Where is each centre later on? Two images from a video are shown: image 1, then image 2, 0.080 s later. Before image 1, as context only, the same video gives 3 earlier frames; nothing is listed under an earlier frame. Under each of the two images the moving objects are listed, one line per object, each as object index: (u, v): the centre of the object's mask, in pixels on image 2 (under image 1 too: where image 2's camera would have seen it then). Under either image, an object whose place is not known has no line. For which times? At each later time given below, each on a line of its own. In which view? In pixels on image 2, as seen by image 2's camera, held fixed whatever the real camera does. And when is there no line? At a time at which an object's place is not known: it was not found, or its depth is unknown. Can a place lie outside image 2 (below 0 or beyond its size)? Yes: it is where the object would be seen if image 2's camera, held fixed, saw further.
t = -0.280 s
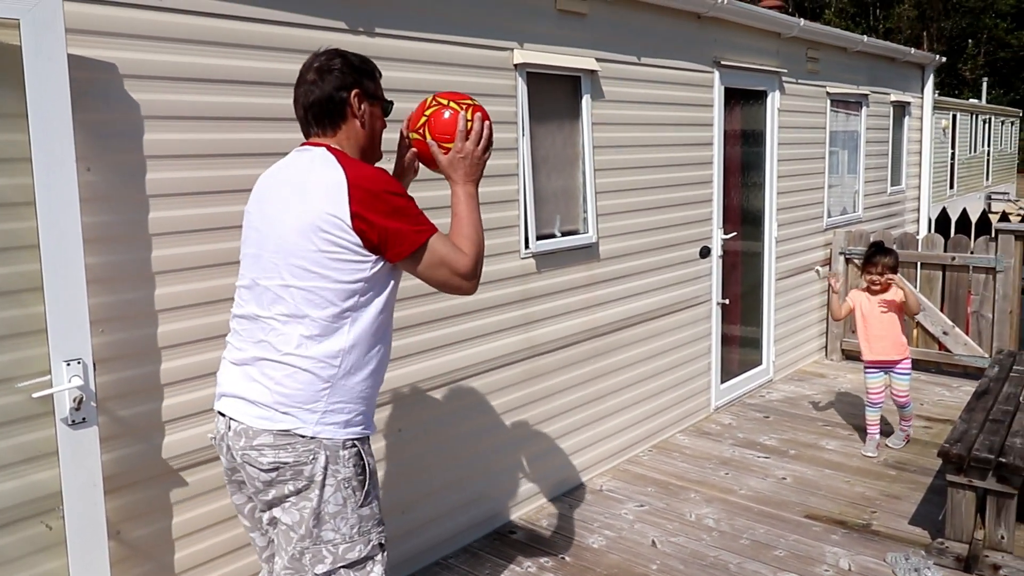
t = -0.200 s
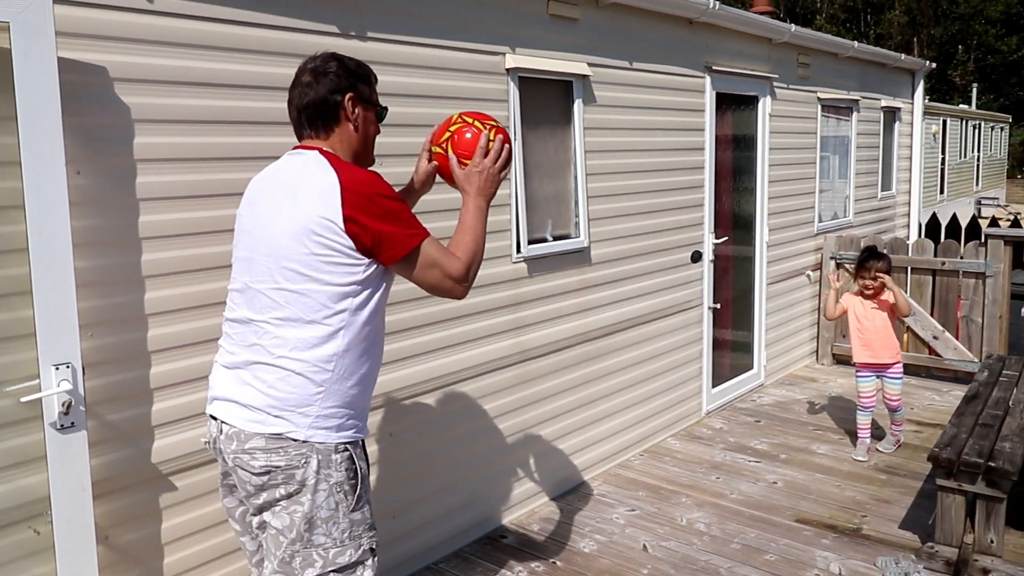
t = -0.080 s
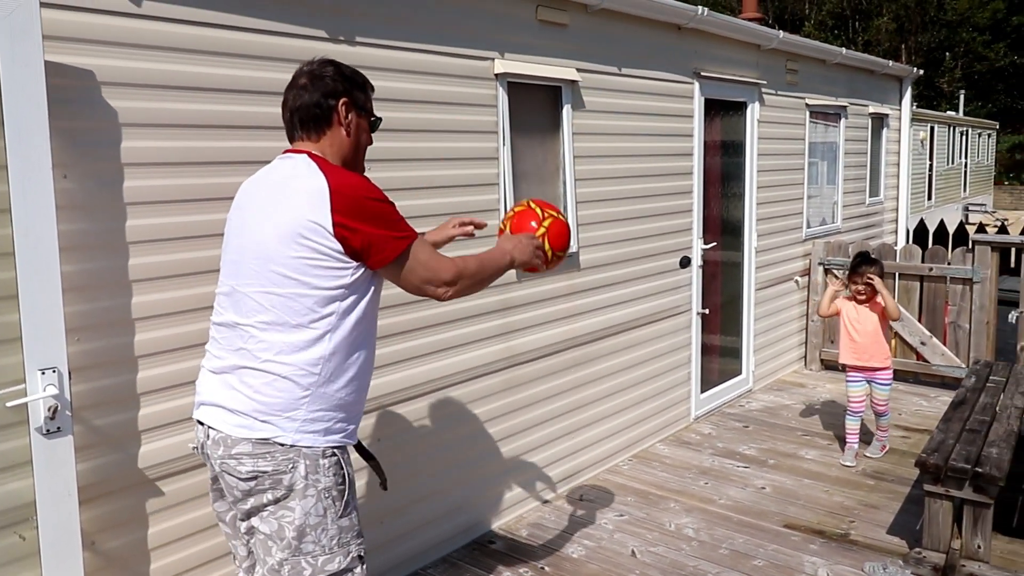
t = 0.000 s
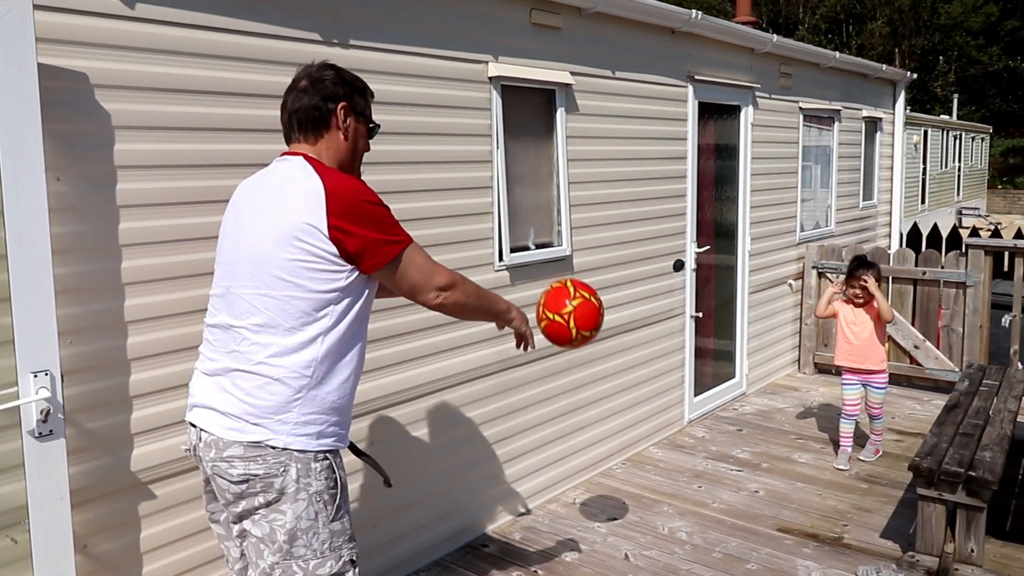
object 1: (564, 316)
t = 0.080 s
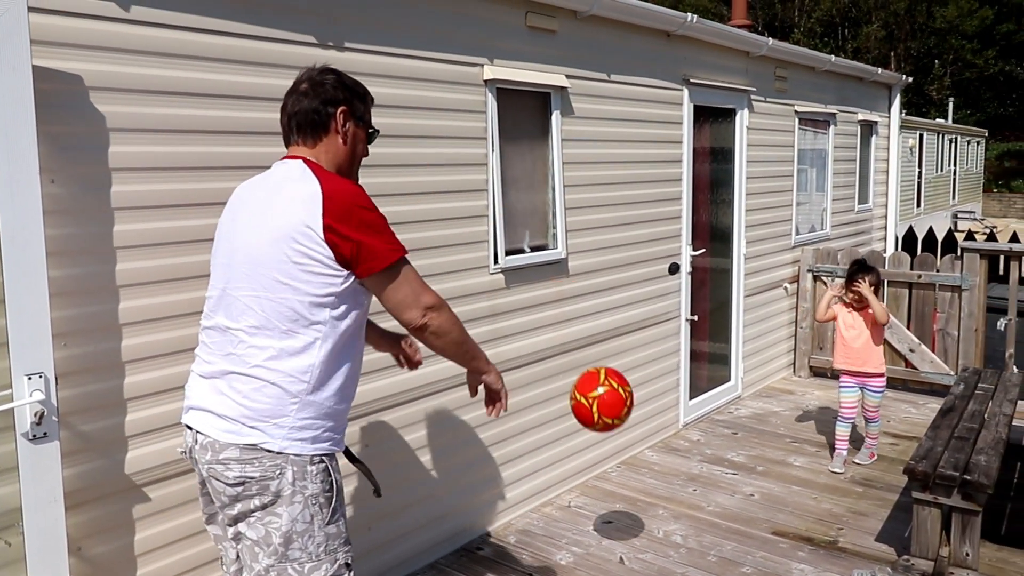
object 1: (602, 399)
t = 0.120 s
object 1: (619, 443)
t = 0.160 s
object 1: (635, 489)
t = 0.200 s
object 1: (650, 537)
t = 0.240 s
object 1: (664, 529)
